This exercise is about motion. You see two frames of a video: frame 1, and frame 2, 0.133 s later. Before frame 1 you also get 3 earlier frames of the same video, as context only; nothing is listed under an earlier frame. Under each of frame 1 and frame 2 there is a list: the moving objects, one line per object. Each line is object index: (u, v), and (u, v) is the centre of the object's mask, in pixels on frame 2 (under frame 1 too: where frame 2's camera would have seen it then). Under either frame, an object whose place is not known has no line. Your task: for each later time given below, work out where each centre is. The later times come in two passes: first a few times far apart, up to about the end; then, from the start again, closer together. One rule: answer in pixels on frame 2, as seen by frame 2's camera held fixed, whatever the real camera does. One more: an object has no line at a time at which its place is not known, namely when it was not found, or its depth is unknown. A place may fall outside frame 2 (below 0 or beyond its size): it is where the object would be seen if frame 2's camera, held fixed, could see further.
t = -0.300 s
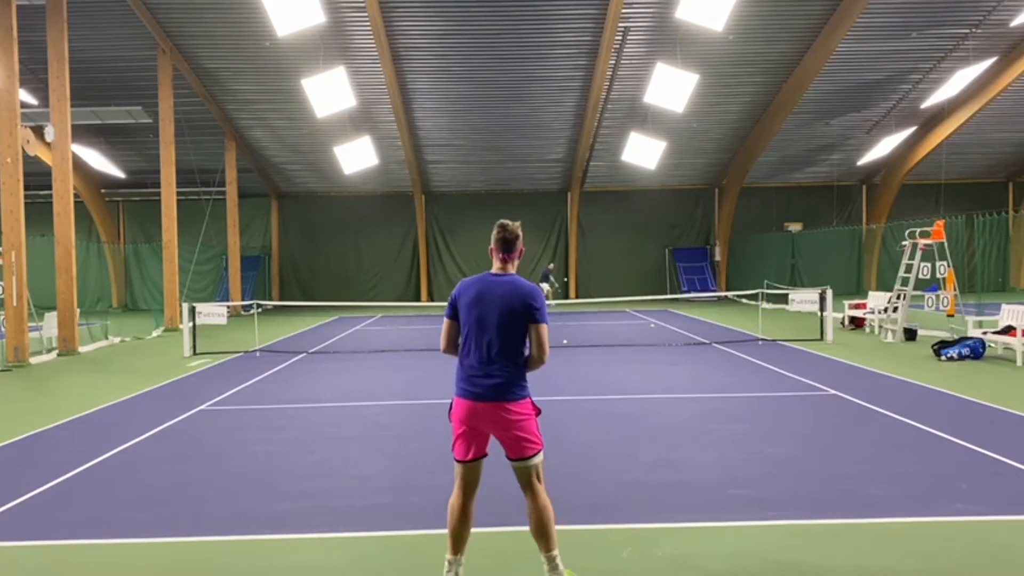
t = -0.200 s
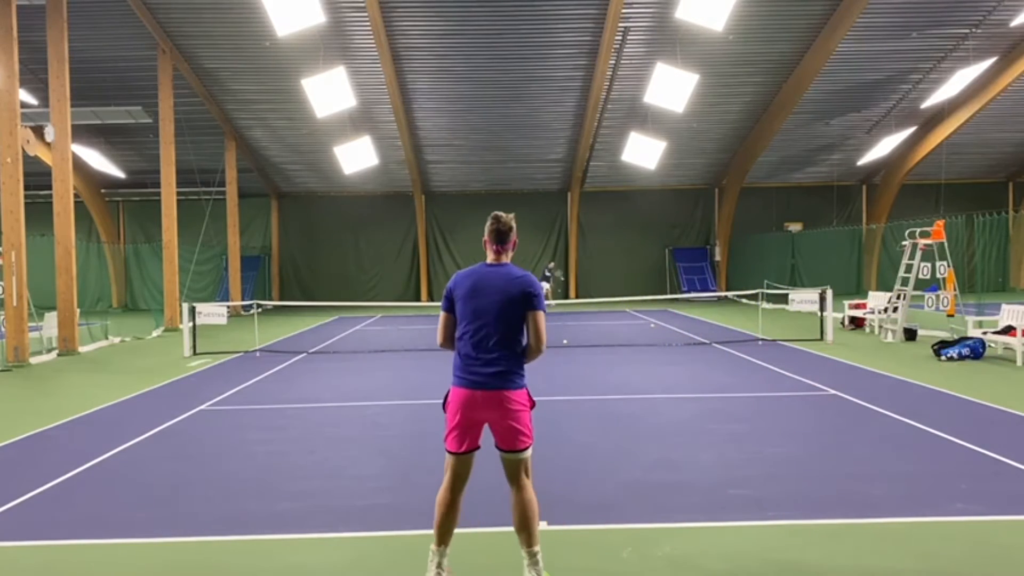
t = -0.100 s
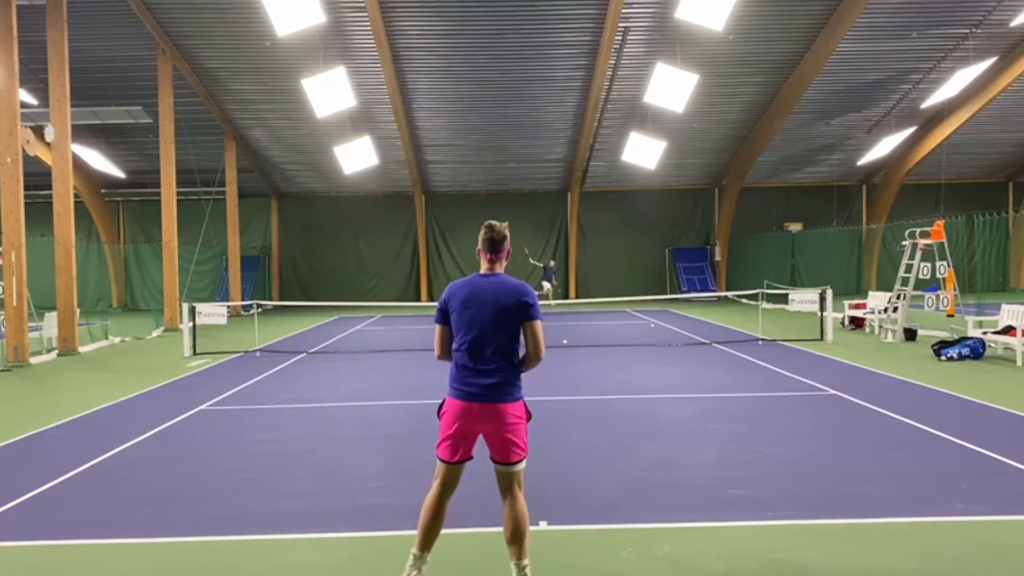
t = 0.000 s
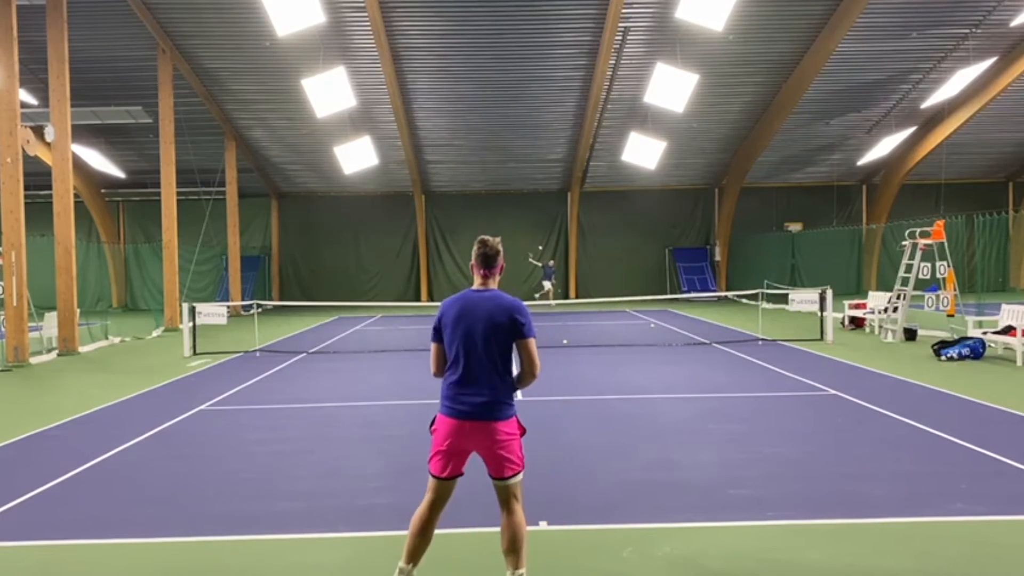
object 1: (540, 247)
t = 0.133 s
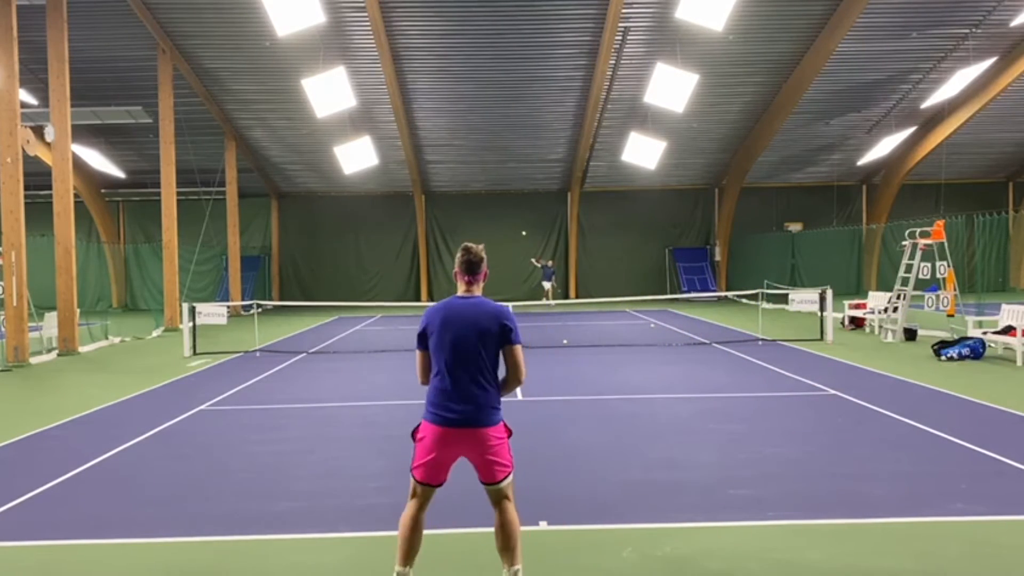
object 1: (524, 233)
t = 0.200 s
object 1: (515, 228)
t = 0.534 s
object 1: (460, 236)
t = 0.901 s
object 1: (362, 358)
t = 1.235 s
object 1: (238, 334)
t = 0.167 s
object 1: (519, 230)
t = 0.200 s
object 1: (515, 228)
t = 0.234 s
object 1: (510, 226)
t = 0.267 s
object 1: (505, 225)
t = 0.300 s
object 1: (500, 224)
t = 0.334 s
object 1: (495, 224)
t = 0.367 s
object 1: (490, 224)
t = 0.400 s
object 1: (484, 225)
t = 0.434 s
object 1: (478, 227)
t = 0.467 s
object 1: (472, 229)
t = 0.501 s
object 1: (466, 232)
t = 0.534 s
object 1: (460, 236)
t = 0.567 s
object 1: (453, 241)
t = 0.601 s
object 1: (446, 246)
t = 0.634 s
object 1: (438, 253)
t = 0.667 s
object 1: (431, 261)
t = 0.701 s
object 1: (423, 271)
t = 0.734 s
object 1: (414, 281)
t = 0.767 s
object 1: (405, 293)
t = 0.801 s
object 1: (395, 307)
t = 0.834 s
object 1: (385, 321)
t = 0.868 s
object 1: (374, 338)
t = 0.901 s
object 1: (362, 358)
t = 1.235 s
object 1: (238, 334)
